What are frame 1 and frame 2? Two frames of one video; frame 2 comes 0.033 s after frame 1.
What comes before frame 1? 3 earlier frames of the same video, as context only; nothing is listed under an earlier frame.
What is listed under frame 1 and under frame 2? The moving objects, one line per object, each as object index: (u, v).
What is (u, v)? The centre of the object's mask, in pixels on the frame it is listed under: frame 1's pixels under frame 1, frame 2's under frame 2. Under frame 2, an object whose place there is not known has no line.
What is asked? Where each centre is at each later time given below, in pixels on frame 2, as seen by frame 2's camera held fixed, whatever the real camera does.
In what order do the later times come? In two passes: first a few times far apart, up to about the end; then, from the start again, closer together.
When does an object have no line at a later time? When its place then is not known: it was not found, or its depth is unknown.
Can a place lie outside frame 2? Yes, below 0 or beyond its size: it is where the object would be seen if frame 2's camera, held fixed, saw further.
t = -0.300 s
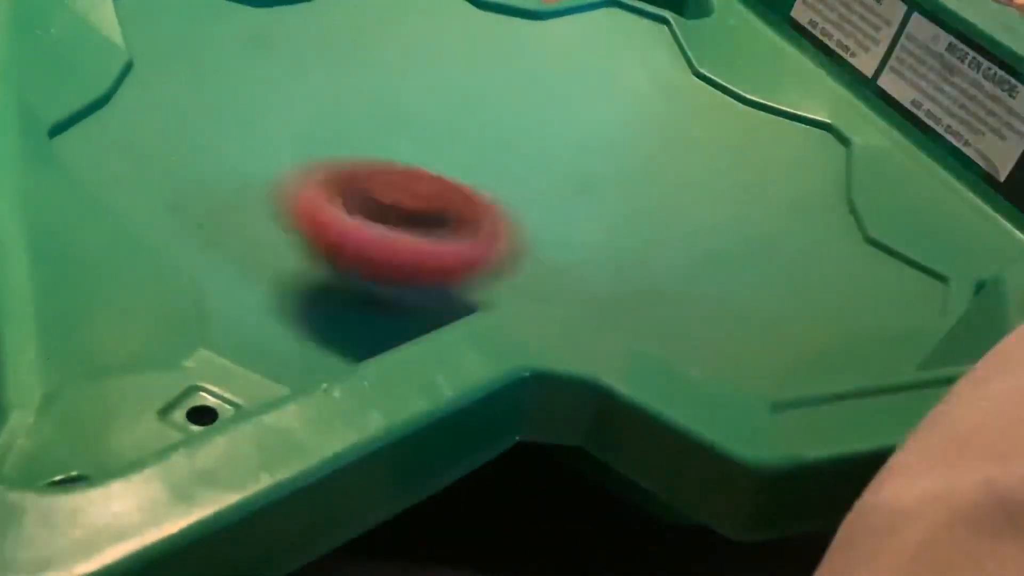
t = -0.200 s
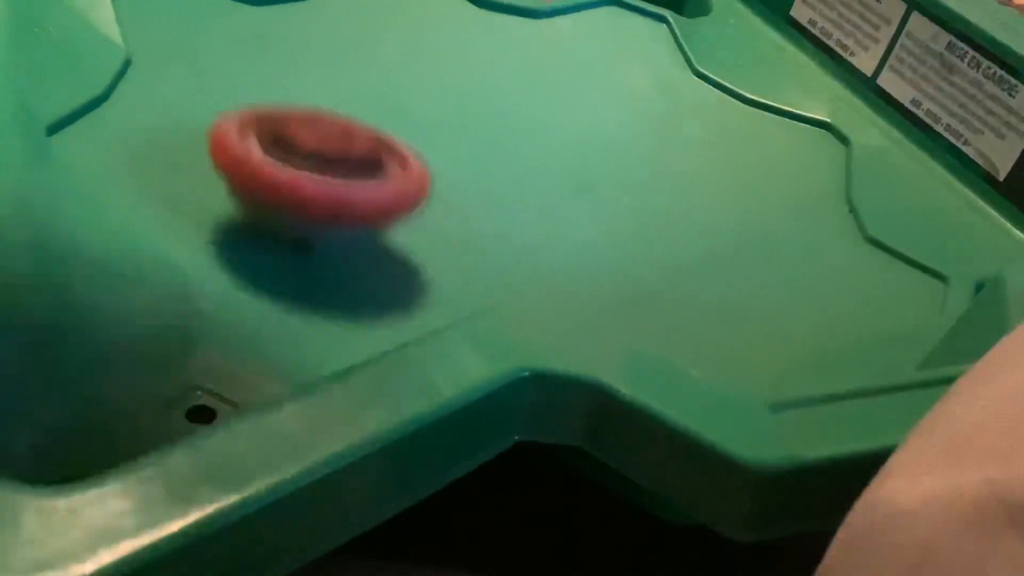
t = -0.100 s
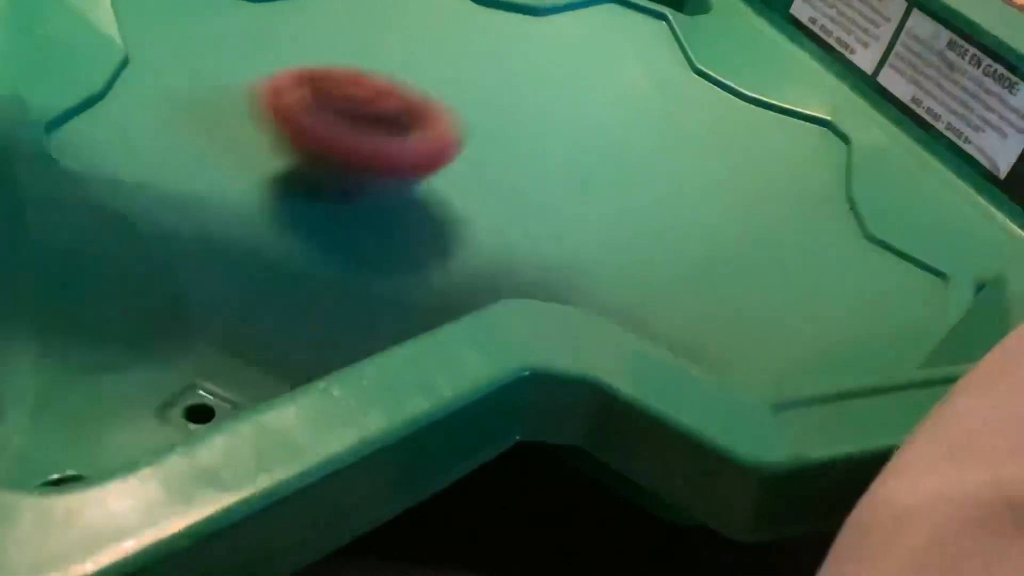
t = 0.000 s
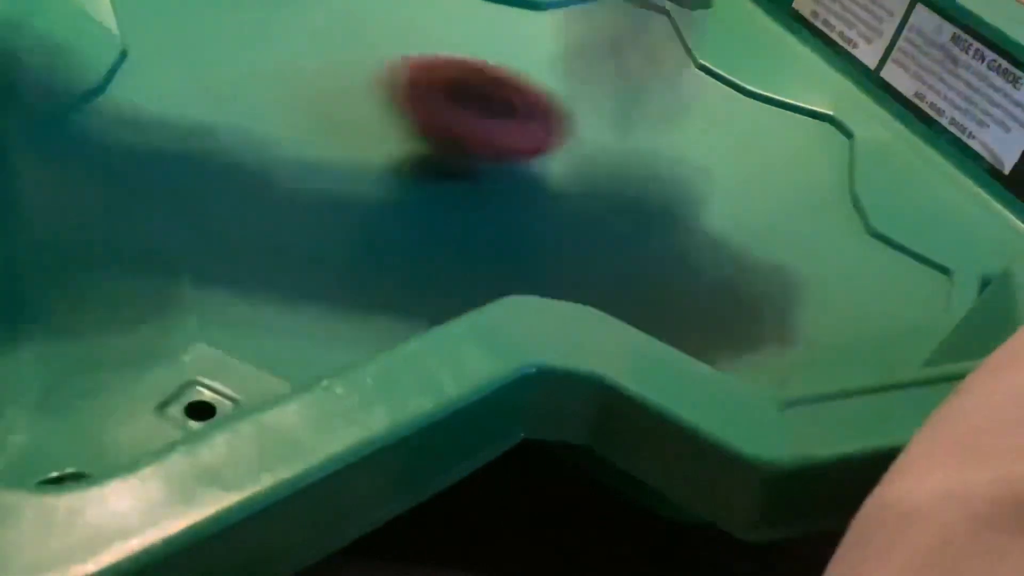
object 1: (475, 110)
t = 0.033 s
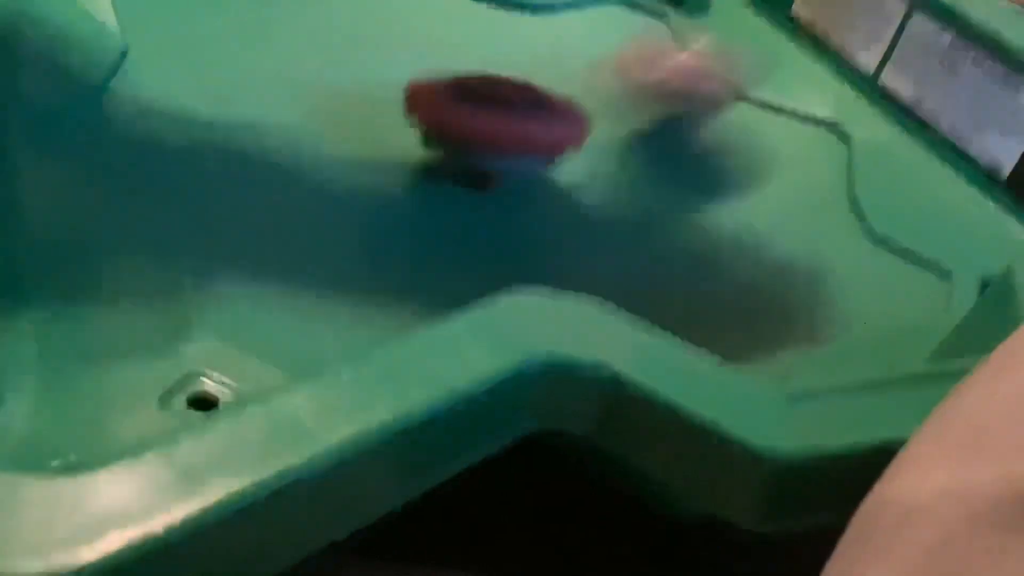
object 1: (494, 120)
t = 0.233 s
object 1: (529, 183)
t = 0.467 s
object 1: (393, 152)
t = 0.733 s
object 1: (593, 159)
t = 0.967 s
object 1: (611, 255)
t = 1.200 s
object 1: (205, 172)
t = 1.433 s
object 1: (352, 41)
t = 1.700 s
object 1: (776, 142)
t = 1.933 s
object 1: (796, 263)
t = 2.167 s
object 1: (621, 243)
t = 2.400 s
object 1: (577, 198)
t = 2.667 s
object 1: (705, 212)
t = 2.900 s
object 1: (530, 196)
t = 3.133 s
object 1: (497, 175)
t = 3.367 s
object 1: (554, 209)
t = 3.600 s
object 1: (439, 231)
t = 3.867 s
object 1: (473, 226)
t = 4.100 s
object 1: (458, 242)
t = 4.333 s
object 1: (511, 207)
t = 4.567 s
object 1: (603, 215)
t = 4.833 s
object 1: (539, 226)
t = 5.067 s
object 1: (400, 174)
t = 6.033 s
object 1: (441, 211)
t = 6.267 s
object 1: (422, 183)
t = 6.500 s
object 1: (462, 178)
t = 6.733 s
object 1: (470, 192)
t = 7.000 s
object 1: (470, 195)
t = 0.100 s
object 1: (514, 139)
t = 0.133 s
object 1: (531, 149)
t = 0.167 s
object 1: (553, 163)
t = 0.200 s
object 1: (562, 176)
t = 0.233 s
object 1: (529, 183)
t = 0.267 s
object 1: (493, 185)
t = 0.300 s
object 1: (462, 184)
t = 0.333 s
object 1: (439, 181)
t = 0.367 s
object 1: (418, 177)
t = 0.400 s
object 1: (402, 169)
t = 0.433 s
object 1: (396, 161)
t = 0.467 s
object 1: (393, 152)
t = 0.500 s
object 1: (403, 143)
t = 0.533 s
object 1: (417, 139)
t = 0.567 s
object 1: (440, 135)
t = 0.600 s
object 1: (469, 134)
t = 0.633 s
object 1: (502, 137)
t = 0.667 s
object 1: (535, 143)
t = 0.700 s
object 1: (568, 151)
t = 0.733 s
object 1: (593, 159)
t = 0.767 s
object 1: (619, 173)
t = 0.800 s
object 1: (639, 188)
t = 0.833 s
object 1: (655, 204)
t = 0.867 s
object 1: (662, 219)
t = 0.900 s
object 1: (659, 234)
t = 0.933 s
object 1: (642, 250)
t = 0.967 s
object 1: (611, 255)
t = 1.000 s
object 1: (568, 254)
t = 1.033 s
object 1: (496, 256)
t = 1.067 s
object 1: (424, 258)
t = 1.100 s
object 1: (363, 255)
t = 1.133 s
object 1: (291, 232)
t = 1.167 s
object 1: (230, 202)
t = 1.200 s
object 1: (205, 172)
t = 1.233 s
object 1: (196, 148)
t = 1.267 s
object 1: (193, 118)
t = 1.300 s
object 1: (201, 90)
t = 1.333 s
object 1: (226, 70)
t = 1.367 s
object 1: (260, 54)
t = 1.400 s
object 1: (304, 43)
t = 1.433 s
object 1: (352, 41)
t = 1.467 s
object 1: (408, 42)
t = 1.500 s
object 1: (463, 45)
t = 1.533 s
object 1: (518, 51)
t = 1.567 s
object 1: (575, 64)
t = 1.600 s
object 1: (630, 81)
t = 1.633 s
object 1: (681, 100)
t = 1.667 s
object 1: (730, 118)
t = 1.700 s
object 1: (776, 142)
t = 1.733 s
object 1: (814, 167)
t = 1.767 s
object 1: (844, 190)
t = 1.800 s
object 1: (868, 216)
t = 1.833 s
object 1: (882, 245)
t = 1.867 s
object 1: (866, 257)
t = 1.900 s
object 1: (813, 256)
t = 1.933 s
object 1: (796, 263)
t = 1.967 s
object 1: (779, 264)
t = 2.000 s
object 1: (756, 262)
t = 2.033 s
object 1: (726, 260)
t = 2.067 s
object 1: (697, 256)
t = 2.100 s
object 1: (669, 253)
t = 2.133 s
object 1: (645, 249)
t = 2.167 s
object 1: (621, 243)
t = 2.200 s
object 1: (599, 237)
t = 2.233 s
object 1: (583, 231)
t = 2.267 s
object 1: (572, 224)
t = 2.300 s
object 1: (566, 217)
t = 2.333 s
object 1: (564, 210)
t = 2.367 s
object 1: (568, 204)
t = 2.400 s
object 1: (577, 198)
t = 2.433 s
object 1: (591, 194)
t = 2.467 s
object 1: (607, 190)
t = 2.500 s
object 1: (626, 189)
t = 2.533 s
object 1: (647, 189)
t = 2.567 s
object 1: (667, 192)
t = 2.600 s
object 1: (685, 196)
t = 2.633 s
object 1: (700, 203)
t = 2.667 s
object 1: (705, 212)
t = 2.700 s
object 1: (703, 221)
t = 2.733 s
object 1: (688, 228)
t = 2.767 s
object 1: (659, 231)
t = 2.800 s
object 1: (623, 228)
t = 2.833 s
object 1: (588, 221)
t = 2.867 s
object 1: (557, 209)
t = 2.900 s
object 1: (530, 196)
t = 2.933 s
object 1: (513, 187)
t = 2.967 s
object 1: (499, 176)
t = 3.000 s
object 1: (494, 175)
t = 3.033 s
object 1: (493, 175)
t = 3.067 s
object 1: (493, 175)
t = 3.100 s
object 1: (495, 175)
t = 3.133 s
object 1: (497, 175)
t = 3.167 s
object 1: (499, 175)
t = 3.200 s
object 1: (503, 174)
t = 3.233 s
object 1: (508, 174)
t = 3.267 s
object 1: (512, 174)
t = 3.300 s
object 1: (520, 176)
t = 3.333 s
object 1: (539, 191)
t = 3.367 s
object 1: (554, 209)
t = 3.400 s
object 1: (563, 223)
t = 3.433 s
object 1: (565, 234)
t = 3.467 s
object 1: (555, 240)
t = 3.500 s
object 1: (534, 243)
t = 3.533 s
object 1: (503, 243)
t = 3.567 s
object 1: (469, 240)
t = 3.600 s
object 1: (439, 231)
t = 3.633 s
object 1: (417, 213)
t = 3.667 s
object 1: (407, 198)
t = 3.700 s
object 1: (409, 180)
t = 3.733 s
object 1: (420, 178)
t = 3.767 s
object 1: (433, 189)
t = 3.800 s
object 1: (447, 201)
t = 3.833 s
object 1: (461, 215)
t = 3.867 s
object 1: (473, 226)
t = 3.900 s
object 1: (480, 234)
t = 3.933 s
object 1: (481, 241)
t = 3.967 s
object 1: (475, 245)
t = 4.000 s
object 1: (467, 246)
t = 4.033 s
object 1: (462, 246)
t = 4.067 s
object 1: (459, 244)
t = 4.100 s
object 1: (458, 242)
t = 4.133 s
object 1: (458, 238)
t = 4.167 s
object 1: (460, 232)
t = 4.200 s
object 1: (465, 226)
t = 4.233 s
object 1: (476, 219)
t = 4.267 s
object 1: (488, 213)
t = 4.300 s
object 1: (498, 210)
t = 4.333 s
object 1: (511, 207)
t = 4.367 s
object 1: (528, 204)
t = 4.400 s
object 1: (544, 201)
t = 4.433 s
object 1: (558, 201)
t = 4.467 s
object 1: (572, 202)
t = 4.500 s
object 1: (586, 203)
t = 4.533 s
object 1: (596, 207)
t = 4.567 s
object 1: (603, 215)
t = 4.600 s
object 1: (604, 222)
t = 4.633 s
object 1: (602, 227)
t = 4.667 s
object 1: (598, 229)
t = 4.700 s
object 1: (591, 230)
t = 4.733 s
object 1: (582, 228)
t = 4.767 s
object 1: (568, 226)
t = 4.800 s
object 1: (556, 223)
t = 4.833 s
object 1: (539, 226)
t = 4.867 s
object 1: (514, 227)
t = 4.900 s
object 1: (484, 227)
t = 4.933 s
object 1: (454, 222)
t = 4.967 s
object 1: (431, 211)
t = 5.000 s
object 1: (413, 197)
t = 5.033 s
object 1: (403, 185)
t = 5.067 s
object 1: (400, 174)
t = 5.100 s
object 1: (401, 165)
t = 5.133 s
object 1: (388, 167)
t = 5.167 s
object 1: (378, 169)
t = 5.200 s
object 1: (371, 169)
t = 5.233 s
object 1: (367, 172)
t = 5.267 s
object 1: (365, 175)
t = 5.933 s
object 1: (440, 236)
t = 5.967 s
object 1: (437, 226)
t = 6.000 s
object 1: (441, 218)
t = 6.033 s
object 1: (441, 211)
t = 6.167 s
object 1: (410, 198)
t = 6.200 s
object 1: (411, 193)
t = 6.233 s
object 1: (414, 189)
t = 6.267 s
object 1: (422, 183)
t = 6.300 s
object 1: (434, 179)
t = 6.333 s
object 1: (447, 178)
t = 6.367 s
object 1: (452, 176)
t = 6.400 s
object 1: (452, 175)
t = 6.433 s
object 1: (454, 175)
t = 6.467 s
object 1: (456, 177)
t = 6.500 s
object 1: (462, 178)
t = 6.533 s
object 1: (469, 178)
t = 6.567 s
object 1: (476, 181)
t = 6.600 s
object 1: (475, 184)
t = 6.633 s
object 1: (474, 188)
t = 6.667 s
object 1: (473, 190)
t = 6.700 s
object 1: (471, 190)
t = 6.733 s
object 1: (470, 192)
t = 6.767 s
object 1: (471, 194)
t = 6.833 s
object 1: (474, 195)
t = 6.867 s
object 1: (475, 194)
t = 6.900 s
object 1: (475, 193)
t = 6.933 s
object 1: (472, 193)
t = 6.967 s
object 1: (472, 194)
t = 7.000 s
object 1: (470, 195)
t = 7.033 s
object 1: (466, 203)
